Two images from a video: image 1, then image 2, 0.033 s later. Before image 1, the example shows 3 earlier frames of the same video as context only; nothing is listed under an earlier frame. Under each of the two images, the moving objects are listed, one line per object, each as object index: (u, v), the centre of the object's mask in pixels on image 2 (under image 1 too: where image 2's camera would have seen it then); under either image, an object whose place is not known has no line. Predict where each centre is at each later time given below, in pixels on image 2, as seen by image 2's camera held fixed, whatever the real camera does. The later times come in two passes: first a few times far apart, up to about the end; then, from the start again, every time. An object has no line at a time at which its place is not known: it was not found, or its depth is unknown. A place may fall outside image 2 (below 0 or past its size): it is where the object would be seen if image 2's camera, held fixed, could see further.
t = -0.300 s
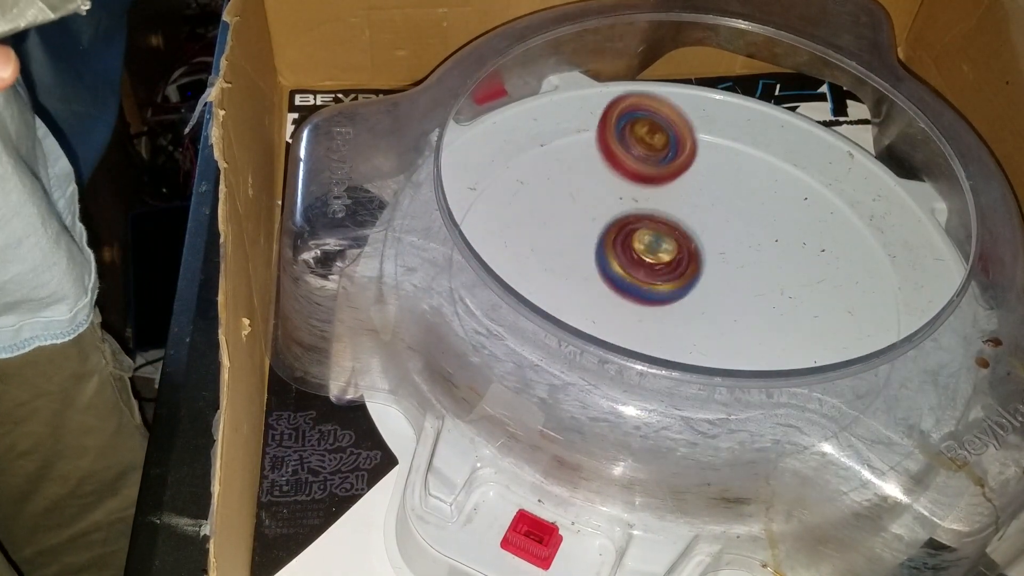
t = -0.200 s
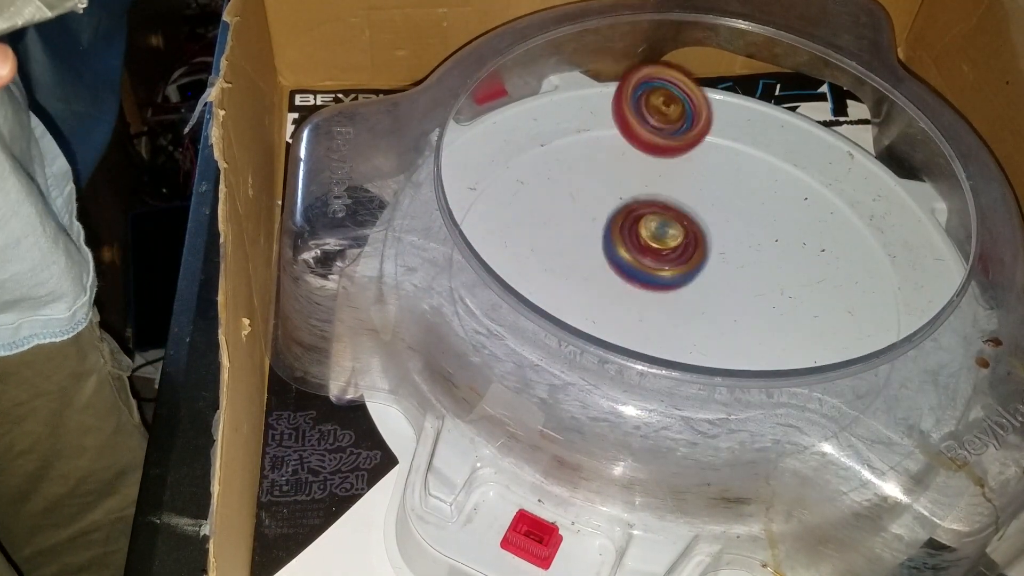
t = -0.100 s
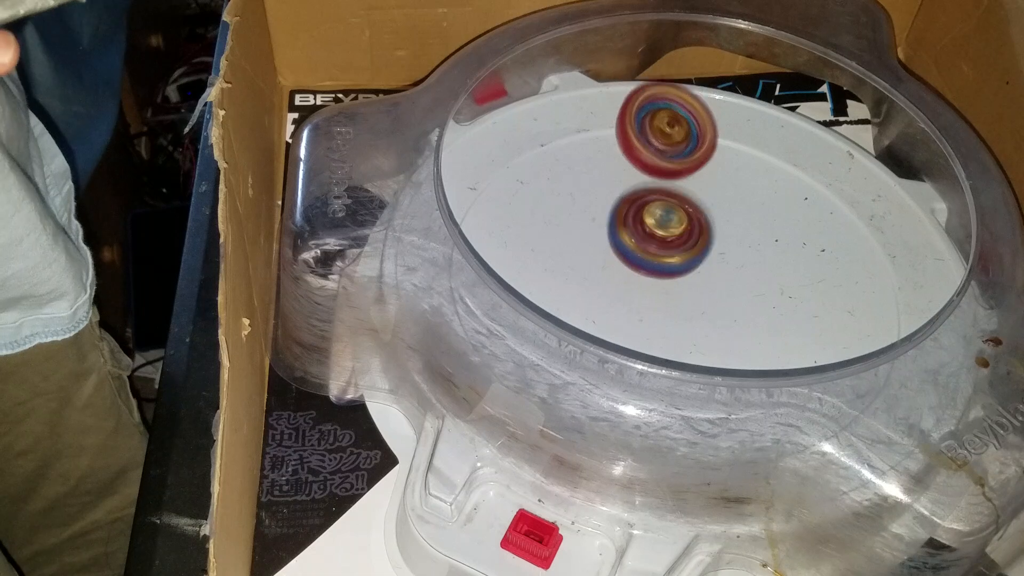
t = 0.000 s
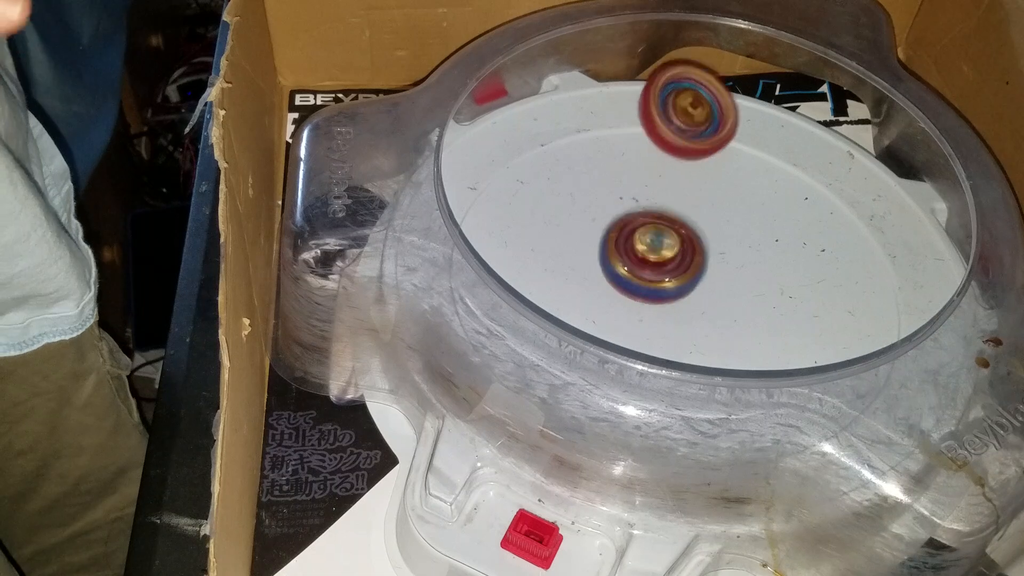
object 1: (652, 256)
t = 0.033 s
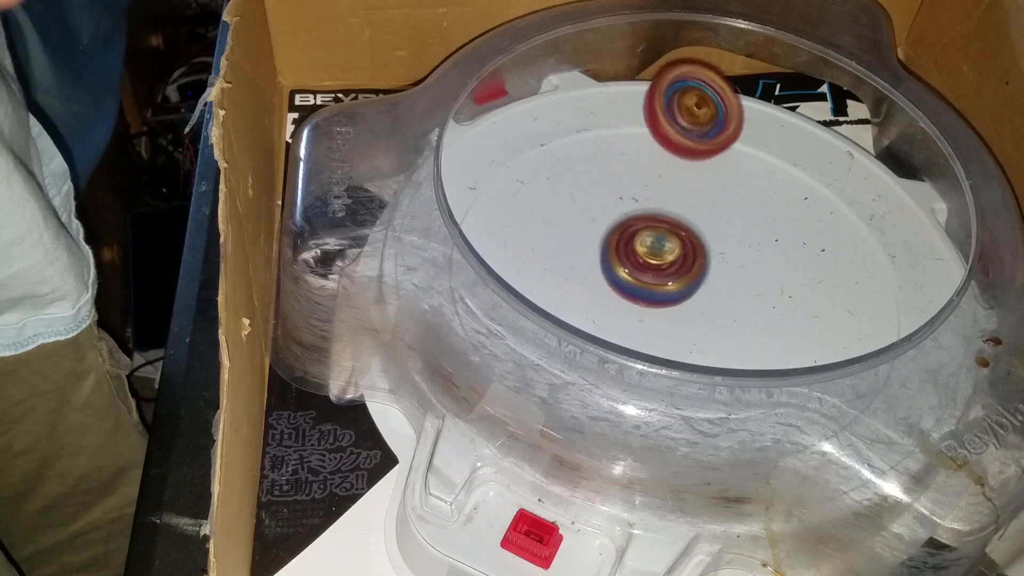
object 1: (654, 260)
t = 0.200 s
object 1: (679, 270)
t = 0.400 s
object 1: (702, 309)
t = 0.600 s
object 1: (745, 328)
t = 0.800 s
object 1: (775, 324)
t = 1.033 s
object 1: (772, 337)
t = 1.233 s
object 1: (753, 332)
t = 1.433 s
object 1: (712, 321)
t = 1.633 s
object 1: (665, 311)
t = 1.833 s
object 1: (626, 302)
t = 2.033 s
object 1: (602, 295)
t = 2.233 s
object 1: (593, 289)
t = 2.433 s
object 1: (603, 279)
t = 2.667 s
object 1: (629, 262)
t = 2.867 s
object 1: (652, 246)
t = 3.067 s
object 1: (675, 233)
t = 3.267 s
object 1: (695, 228)
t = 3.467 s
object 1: (712, 230)
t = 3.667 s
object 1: (729, 242)
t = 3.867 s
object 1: (740, 258)
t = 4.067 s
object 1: (745, 278)
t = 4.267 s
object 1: (744, 299)
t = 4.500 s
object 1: (733, 318)
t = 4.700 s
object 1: (719, 325)
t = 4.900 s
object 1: (699, 326)
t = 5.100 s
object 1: (676, 320)
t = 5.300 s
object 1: (655, 308)
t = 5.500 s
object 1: (637, 290)
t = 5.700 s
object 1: (628, 274)
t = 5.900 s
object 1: (630, 261)
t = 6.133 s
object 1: (641, 252)
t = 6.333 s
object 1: (657, 247)
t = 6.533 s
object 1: (683, 242)
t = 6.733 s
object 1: (710, 245)
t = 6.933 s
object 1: (725, 251)
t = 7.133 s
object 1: (735, 262)
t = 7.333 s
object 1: (736, 279)
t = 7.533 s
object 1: (734, 300)
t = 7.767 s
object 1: (720, 319)
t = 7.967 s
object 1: (705, 325)
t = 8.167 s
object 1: (684, 322)
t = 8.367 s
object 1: (662, 312)
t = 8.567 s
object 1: (642, 294)
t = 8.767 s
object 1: (631, 275)
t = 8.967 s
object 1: (632, 261)
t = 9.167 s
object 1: (635, 244)
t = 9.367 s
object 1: (651, 239)
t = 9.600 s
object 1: (679, 242)
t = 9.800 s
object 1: (706, 237)
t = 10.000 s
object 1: (724, 247)
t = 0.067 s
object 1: (658, 262)
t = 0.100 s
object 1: (663, 264)
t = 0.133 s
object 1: (668, 266)
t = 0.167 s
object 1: (674, 268)
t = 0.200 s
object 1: (679, 270)
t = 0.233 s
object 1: (685, 270)
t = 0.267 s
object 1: (688, 277)
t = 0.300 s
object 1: (688, 289)
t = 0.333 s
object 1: (690, 298)
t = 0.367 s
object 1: (696, 304)
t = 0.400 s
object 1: (702, 309)
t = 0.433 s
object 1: (709, 313)
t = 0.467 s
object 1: (716, 318)
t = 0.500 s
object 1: (723, 321)
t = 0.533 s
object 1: (730, 325)
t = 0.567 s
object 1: (737, 327)
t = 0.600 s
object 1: (745, 328)
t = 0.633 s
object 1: (752, 329)
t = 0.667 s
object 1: (759, 329)
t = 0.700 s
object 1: (764, 329)
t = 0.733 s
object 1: (770, 328)
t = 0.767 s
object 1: (773, 326)
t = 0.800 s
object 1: (775, 324)
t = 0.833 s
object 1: (777, 322)
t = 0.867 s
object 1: (775, 331)
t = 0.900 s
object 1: (773, 336)
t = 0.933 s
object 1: (772, 337)
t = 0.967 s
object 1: (773, 337)
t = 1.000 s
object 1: (773, 337)
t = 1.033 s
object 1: (772, 337)
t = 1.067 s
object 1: (772, 337)
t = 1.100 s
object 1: (769, 337)
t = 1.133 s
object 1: (767, 336)
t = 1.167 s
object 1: (762, 335)
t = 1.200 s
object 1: (758, 333)
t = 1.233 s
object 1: (753, 332)
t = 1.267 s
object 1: (747, 331)
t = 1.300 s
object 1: (741, 329)
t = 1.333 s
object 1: (735, 327)
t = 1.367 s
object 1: (727, 324)
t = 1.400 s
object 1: (719, 322)
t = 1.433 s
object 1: (712, 321)
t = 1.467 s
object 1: (704, 319)
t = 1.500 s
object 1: (696, 317)
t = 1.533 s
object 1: (687, 315)
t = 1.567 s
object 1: (679, 313)
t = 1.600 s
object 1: (672, 312)
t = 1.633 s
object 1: (665, 311)
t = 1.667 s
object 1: (658, 309)
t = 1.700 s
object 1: (651, 308)
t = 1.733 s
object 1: (644, 306)
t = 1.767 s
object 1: (638, 305)
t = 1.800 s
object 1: (632, 304)
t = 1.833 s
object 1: (626, 302)
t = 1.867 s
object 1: (622, 300)
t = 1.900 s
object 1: (616, 300)
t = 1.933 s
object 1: (612, 298)
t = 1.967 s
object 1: (609, 297)
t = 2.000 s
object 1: (605, 297)
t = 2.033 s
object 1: (602, 295)
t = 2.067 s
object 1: (600, 294)
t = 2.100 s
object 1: (597, 293)
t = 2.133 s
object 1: (596, 292)
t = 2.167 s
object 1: (595, 291)
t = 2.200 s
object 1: (594, 290)
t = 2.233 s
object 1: (593, 289)
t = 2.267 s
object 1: (594, 287)
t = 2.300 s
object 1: (596, 286)
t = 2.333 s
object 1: (596, 284)
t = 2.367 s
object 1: (599, 282)
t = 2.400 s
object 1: (601, 280)
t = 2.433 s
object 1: (603, 279)
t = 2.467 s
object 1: (607, 277)
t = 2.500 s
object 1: (610, 274)
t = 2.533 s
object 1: (613, 272)
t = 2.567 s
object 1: (617, 269)
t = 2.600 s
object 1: (621, 267)
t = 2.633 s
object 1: (625, 265)
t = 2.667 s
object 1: (629, 262)
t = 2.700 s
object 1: (633, 258)
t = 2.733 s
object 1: (637, 256)
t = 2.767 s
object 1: (641, 253)
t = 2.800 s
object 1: (645, 250)
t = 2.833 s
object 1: (649, 248)
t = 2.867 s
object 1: (652, 246)
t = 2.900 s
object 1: (656, 243)
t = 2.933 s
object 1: (661, 240)
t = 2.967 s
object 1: (664, 238)
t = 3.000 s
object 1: (667, 236)
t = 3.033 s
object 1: (671, 234)
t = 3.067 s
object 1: (675, 233)
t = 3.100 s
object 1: (679, 232)
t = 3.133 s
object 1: (682, 230)
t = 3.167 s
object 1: (685, 229)
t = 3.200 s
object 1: (689, 229)
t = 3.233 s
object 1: (692, 229)
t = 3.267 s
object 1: (695, 228)
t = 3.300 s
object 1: (699, 228)
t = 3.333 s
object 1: (702, 228)
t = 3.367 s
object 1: (703, 228)
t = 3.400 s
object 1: (706, 229)
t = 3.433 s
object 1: (709, 229)
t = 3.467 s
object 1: (712, 230)
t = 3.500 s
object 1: (714, 232)
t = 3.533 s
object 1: (717, 233)
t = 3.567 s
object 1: (720, 236)
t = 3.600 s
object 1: (723, 238)
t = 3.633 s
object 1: (726, 240)
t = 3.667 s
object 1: (729, 242)
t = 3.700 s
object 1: (731, 245)
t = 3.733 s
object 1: (733, 247)
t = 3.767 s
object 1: (735, 250)
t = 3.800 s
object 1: (737, 252)
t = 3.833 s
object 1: (739, 255)
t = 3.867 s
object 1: (740, 258)
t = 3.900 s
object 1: (741, 261)
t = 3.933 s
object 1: (743, 265)
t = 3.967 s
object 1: (744, 268)
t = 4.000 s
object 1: (745, 272)
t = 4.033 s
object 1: (745, 275)
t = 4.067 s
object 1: (745, 278)
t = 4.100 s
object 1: (746, 282)
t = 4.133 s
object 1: (746, 285)
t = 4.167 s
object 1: (745, 289)
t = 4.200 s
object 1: (745, 292)
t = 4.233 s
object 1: (744, 295)
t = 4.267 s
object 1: (744, 299)
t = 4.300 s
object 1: (742, 302)
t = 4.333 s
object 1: (741, 305)
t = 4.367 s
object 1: (740, 308)
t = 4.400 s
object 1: (739, 310)
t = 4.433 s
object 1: (737, 313)
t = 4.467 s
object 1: (735, 316)
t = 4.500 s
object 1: (733, 318)
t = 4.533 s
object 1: (732, 319)
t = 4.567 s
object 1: (730, 321)
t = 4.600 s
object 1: (728, 322)
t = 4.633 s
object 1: (725, 324)
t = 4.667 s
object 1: (722, 324)
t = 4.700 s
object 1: (719, 325)
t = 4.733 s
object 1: (717, 326)
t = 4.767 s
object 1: (713, 327)
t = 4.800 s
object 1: (709, 327)
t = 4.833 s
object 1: (705, 327)
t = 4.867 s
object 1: (702, 326)
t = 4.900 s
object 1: (699, 326)
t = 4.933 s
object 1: (694, 326)
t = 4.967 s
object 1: (690, 325)
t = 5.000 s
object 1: (686, 324)
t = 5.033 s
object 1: (682, 323)
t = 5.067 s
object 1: (679, 321)
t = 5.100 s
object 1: (676, 320)
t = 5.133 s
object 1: (672, 319)
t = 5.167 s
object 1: (668, 317)
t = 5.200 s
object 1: (665, 315)
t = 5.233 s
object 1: (662, 312)
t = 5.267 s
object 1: (658, 310)
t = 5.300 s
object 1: (655, 308)
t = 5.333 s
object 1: (652, 305)
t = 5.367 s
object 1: (648, 303)
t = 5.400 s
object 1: (645, 299)
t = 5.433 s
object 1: (642, 296)
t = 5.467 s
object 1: (640, 293)
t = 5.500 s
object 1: (637, 290)
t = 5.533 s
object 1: (635, 287)
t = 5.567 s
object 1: (632, 284)
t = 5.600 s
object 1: (631, 281)
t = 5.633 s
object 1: (630, 279)
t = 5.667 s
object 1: (629, 276)
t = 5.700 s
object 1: (628, 274)
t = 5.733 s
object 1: (628, 272)
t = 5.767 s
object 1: (627, 270)
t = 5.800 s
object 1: (627, 268)
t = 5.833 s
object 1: (627, 265)
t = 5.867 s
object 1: (628, 263)
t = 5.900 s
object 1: (630, 261)
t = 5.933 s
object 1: (631, 259)
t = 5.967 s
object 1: (633, 258)
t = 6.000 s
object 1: (634, 257)
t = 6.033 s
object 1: (635, 255)
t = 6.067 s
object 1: (636, 254)
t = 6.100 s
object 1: (638, 252)
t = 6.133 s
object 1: (641, 252)
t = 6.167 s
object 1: (643, 250)
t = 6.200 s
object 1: (646, 249)
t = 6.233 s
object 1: (649, 249)
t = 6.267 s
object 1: (651, 248)
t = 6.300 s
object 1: (654, 248)
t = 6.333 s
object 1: (657, 247)
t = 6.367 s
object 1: (661, 246)
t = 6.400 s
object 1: (665, 245)
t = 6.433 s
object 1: (669, 244)
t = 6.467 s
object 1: (674, 244)
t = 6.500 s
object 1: (678, 242)
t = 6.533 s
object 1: (683, 242)
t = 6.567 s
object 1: (687, 243)
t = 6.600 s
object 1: (691, 243)
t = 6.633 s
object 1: (696, 243)
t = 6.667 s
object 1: (700, 244)
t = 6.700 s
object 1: (705, 244)
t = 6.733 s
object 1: (710, 245)
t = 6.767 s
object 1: (714, 245)
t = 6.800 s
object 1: (717, 247)
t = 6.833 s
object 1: (720, 248)
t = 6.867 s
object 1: (721, 248)
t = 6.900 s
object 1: (723, 250)
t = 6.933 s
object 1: (725, 251)
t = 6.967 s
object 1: (727, 252)
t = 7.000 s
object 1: (728, 254)
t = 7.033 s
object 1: (730, 256)
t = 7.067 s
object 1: (732, 258)
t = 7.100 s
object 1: (733, 260)
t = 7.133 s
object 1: (735, 262)
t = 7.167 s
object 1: (736, 265)
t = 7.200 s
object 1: (737, 267)
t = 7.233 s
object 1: (737, 270)
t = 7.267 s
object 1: (737, 273)
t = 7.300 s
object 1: (737, 276)
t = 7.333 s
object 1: (736, 279)
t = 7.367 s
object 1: (736, 282)
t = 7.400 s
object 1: (737, 286)
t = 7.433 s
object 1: (736, 290)
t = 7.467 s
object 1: (736, 293)
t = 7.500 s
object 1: (735, 297)
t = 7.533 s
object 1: (734, 300)
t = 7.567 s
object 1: (732, 303)
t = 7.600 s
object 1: (731, 306)
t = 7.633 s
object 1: (729, 309)
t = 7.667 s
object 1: (727, 312)
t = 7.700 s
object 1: (725, 314)
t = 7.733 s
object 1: (723, 317)
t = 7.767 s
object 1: (720, 319)
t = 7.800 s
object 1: (718, 320)
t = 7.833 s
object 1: (715, 322)
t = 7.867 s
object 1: (713, 323)
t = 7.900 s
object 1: (710, 324)
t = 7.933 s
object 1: (707, 324)
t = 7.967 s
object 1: (705, 325)
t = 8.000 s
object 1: (702, 325)
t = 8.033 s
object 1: (698, 324)
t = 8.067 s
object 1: (694, 324)
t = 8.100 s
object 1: (691, 324)
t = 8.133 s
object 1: (687, 323)
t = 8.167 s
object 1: (684, 322)
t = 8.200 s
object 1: (680, 320)
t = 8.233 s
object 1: (677, 319)
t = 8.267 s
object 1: (673, 317)
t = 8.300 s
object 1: (669, 316)
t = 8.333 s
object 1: (665, 314)
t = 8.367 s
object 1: (662, 312)
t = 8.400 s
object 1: (658, 309)
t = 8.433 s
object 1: (654, 306)
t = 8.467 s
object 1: (651, 303)
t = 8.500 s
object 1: (648, 300)
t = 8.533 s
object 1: (645, 297)
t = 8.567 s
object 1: (642, 294)
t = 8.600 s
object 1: (639, 290)
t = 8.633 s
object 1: (637, 287)
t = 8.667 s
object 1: (635, 284)
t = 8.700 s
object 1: (633, 281)
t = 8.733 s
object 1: (632, 278)
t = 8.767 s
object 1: (631, 275)
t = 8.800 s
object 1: (630, 273)
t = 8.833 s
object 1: (630, 271)
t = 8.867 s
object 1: (630, 268)
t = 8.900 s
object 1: (630, 265)
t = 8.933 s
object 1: (631, 263)
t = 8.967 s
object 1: (632, 261)
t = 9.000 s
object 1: (630, 257)
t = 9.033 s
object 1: (629, 253)
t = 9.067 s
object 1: (630, 251)
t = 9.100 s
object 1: (632, 249)
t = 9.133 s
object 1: (633, 246)
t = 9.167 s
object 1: (635, 244)
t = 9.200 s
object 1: (637, 243)
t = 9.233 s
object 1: (640, 242)
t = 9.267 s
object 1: (642, 240)
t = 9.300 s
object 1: (645, 240)
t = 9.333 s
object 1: (648, 239)
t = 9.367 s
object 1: (651, 239)
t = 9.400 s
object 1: (654, 238)
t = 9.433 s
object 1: (658, 239)
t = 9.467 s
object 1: (662, 239)
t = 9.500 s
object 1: (666, 239)
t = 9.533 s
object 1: (670, 240)
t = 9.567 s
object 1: (674, 241)
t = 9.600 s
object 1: (679, 242)
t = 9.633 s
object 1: (683, 242)
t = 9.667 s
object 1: (688, 242)
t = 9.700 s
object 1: (692, 242)
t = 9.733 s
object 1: (698, 238)
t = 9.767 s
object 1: (702, 237)
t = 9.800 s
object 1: (706, 237)
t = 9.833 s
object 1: (709, 238)
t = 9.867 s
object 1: (712, 240)
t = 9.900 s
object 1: (715, 242)
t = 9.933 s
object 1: (718, 243)
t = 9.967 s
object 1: (721, 245)
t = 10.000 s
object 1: (724, 247)
